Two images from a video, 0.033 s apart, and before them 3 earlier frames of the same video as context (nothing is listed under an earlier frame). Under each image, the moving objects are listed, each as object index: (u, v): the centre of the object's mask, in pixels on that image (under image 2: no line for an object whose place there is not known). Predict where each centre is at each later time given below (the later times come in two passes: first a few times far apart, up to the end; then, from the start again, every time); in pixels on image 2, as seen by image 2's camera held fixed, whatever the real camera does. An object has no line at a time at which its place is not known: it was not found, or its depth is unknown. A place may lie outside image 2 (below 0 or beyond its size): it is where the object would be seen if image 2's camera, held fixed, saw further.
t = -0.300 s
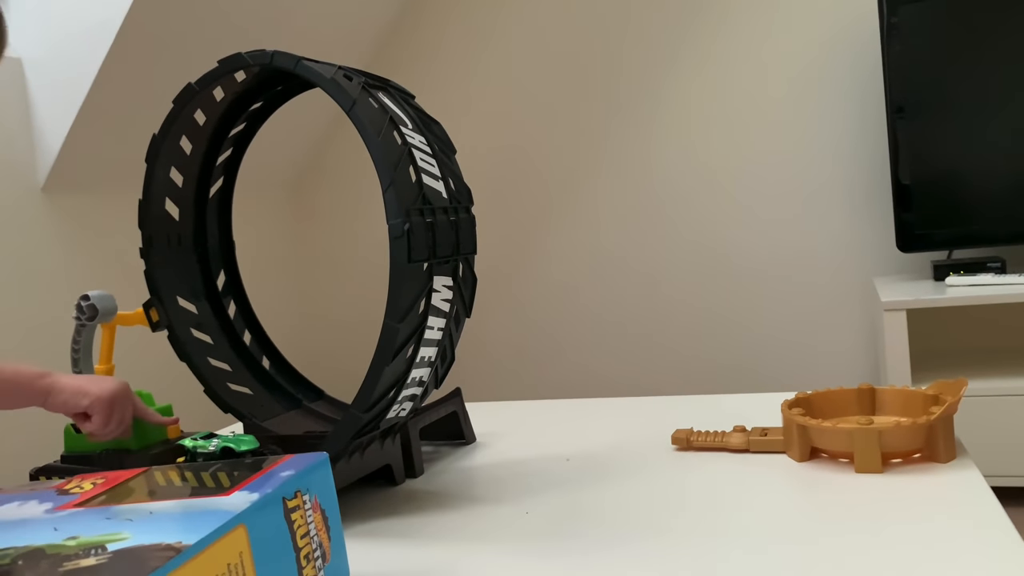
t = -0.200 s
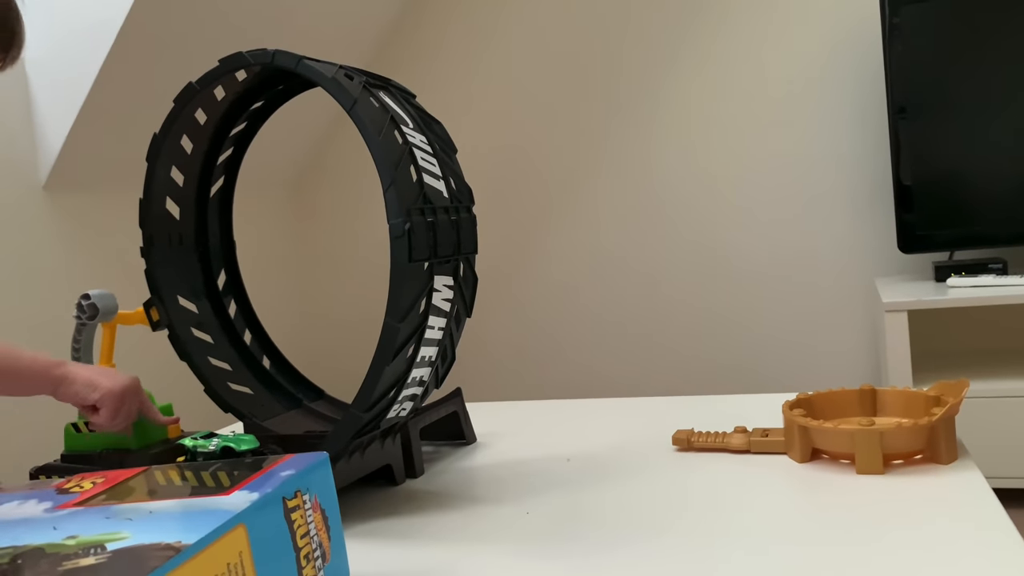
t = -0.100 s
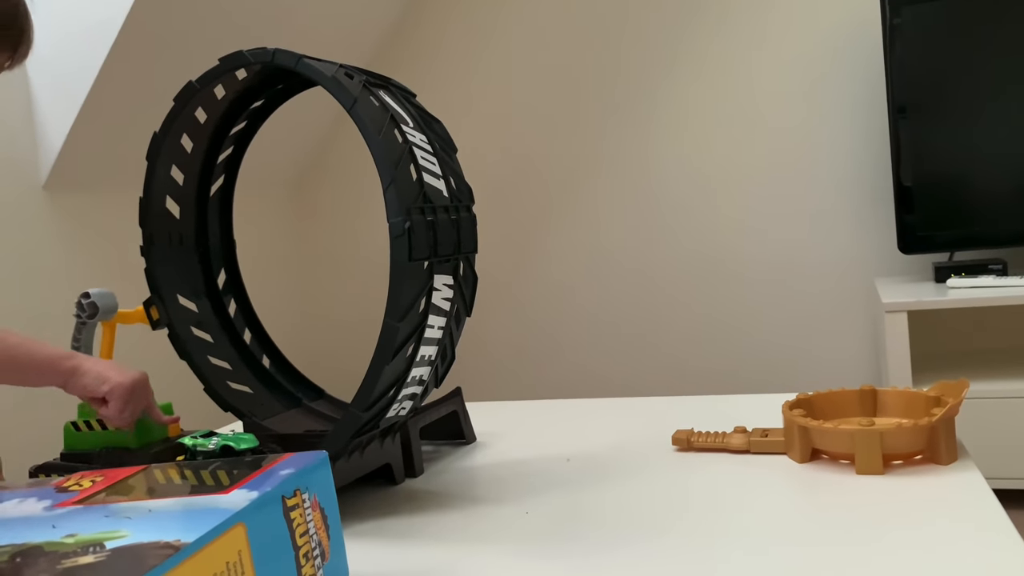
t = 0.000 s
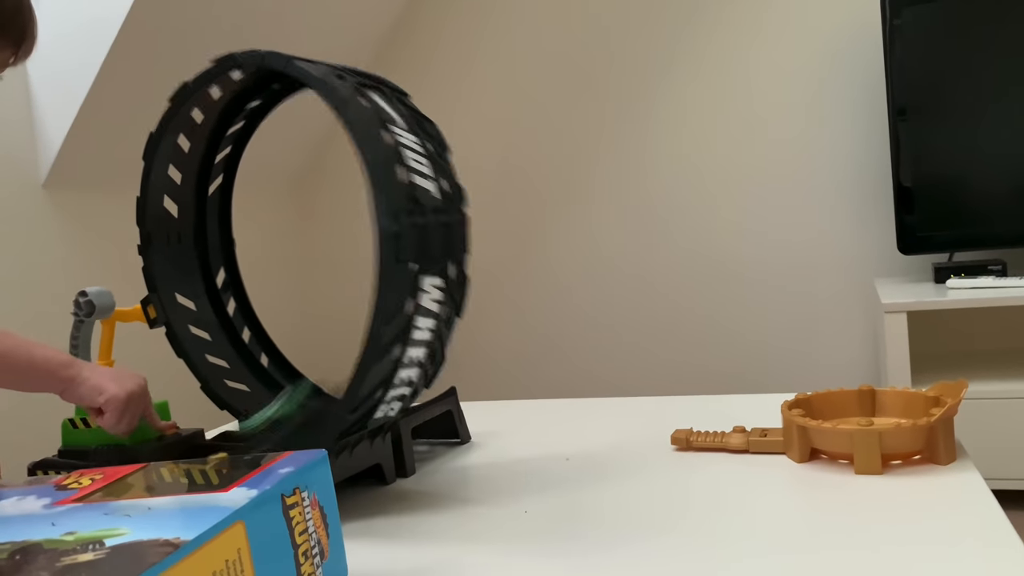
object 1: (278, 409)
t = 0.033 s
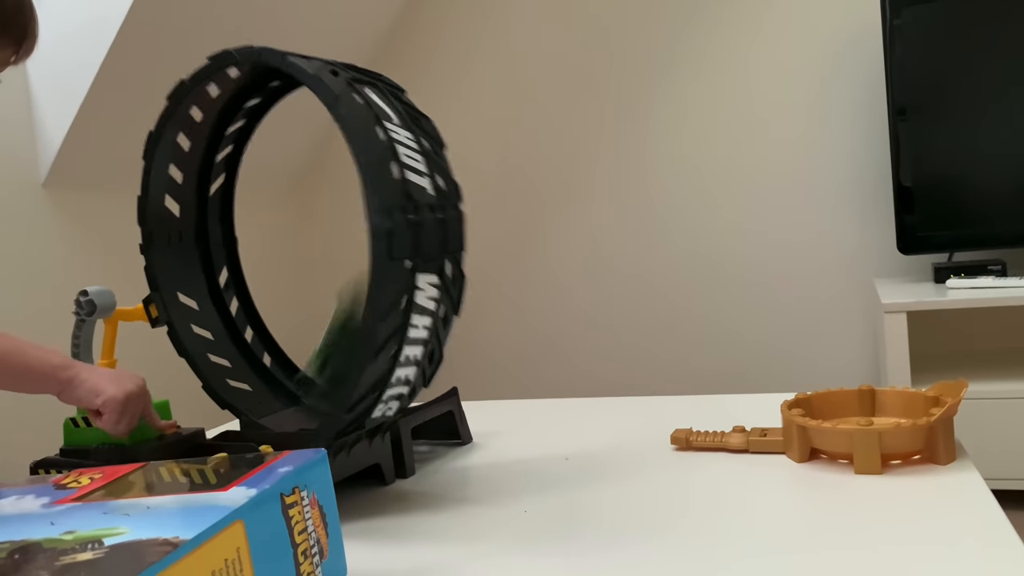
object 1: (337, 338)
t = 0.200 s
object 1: (263, 126)
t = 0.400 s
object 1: (312, 378)
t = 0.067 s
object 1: (363, 247)
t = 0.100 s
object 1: (343, 163)
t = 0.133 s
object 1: (308, 116)
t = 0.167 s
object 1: (283, 99)
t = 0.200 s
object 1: (263, 126)
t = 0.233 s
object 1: (233, 155)
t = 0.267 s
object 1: (221, 193)
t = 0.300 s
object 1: (221, 244)
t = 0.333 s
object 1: (241, 301)
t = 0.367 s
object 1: (275, 349)
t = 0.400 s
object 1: (312, 378)
